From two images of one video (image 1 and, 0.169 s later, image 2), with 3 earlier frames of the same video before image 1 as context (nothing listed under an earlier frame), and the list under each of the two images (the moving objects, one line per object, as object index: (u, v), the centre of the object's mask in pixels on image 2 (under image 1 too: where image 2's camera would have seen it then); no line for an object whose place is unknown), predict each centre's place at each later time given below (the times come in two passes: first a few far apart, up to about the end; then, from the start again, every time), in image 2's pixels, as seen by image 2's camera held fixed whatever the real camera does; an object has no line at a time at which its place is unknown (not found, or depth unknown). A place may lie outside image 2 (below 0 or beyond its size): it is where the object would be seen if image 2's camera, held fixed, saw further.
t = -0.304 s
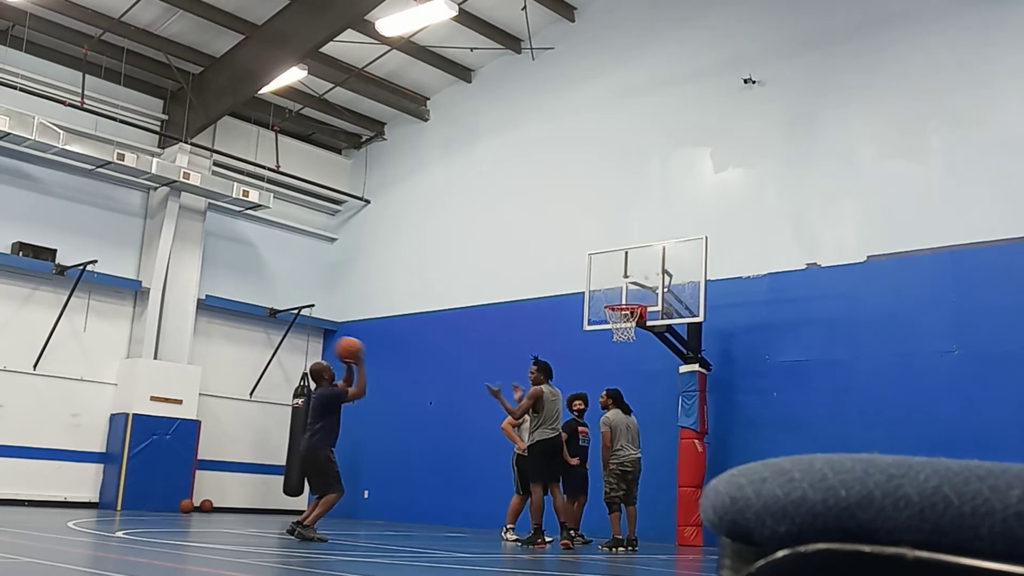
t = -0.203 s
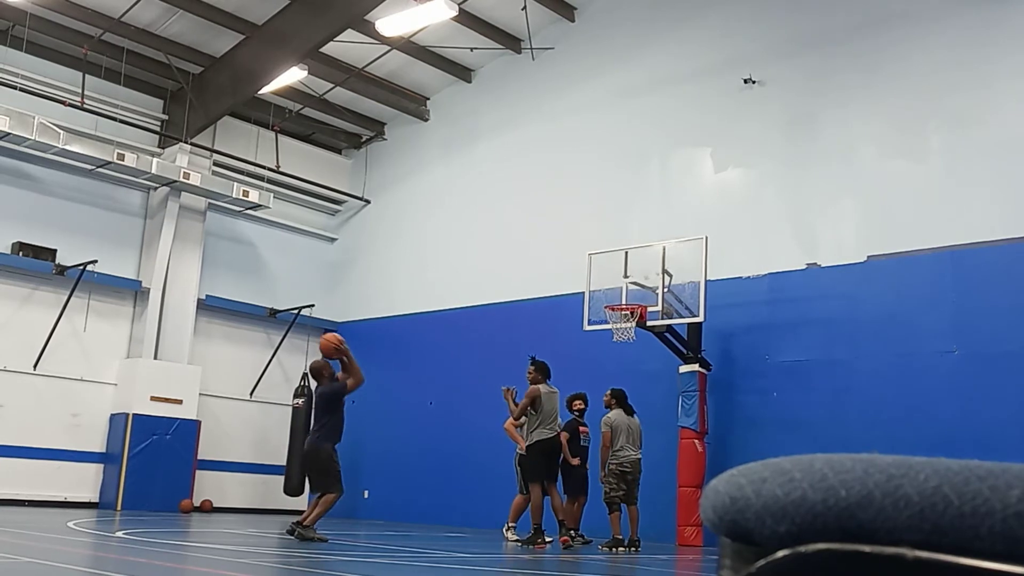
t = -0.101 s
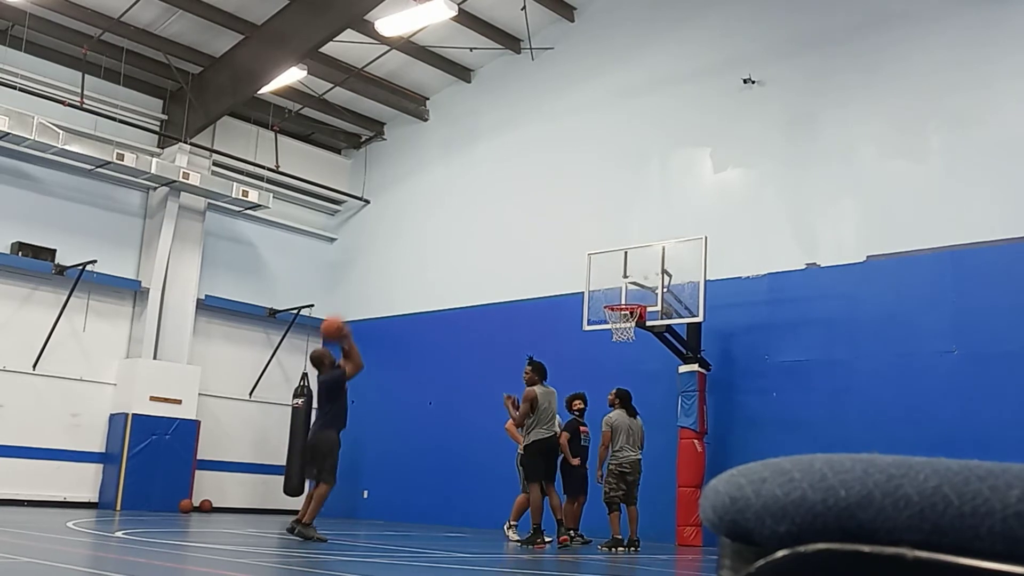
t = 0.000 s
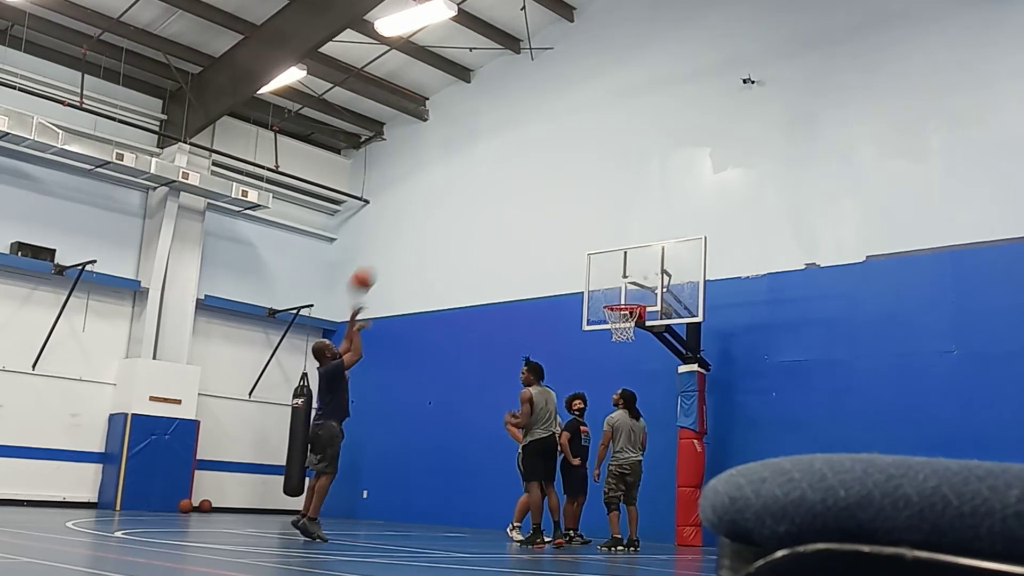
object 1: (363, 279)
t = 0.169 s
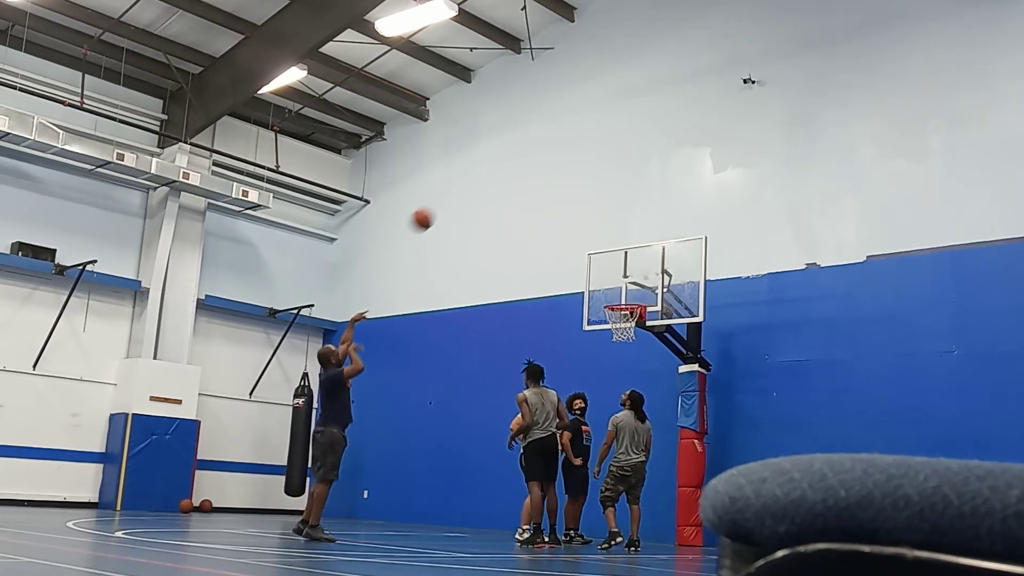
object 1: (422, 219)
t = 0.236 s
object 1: (443, 204)
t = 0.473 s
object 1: (506, 187)
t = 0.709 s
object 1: (558, 214)
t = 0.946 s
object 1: (602, 278)
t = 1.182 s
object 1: (631, 285)
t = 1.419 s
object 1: (623, 273)
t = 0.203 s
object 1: (433, 211)
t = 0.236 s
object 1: (443, 204)
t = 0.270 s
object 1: (453, 198)
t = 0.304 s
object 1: (463, 194)
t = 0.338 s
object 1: (472, 190)
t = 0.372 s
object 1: (481, 188)
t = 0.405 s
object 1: (489, 187)
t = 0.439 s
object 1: (498, 186)
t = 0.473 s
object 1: (506, 187)
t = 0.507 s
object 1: (514, 188)
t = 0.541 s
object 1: (522, 190)
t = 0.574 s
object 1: (529, 193)
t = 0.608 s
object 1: (536, 197)
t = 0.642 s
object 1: (544, 202)
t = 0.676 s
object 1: (551, 207)
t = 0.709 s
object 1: (558, 214)
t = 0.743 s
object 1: (564, 221)
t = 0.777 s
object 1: (571, 229)
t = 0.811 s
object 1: (577, 237)
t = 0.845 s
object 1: (583, 246)
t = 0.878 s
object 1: (590, 256)
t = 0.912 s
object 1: (596, 266)
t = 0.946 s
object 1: (602, 278)
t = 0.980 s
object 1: (607, 289)
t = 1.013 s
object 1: (613, 299)
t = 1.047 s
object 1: (622, 299)
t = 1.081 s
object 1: (632, 297)
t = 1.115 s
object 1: (633, 296)
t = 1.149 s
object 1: (632, 290)
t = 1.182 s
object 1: (631, 285)
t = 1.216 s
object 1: (630, 280)
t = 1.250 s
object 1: (629, 277)
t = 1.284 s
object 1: (628, 275)
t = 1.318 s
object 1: (627, 273)
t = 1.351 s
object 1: (626, 272)
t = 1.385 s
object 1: (624, 272)
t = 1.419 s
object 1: (623, 273)
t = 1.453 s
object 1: (622, 274)
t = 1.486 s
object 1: (620, 277)
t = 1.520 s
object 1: (619, 281)
